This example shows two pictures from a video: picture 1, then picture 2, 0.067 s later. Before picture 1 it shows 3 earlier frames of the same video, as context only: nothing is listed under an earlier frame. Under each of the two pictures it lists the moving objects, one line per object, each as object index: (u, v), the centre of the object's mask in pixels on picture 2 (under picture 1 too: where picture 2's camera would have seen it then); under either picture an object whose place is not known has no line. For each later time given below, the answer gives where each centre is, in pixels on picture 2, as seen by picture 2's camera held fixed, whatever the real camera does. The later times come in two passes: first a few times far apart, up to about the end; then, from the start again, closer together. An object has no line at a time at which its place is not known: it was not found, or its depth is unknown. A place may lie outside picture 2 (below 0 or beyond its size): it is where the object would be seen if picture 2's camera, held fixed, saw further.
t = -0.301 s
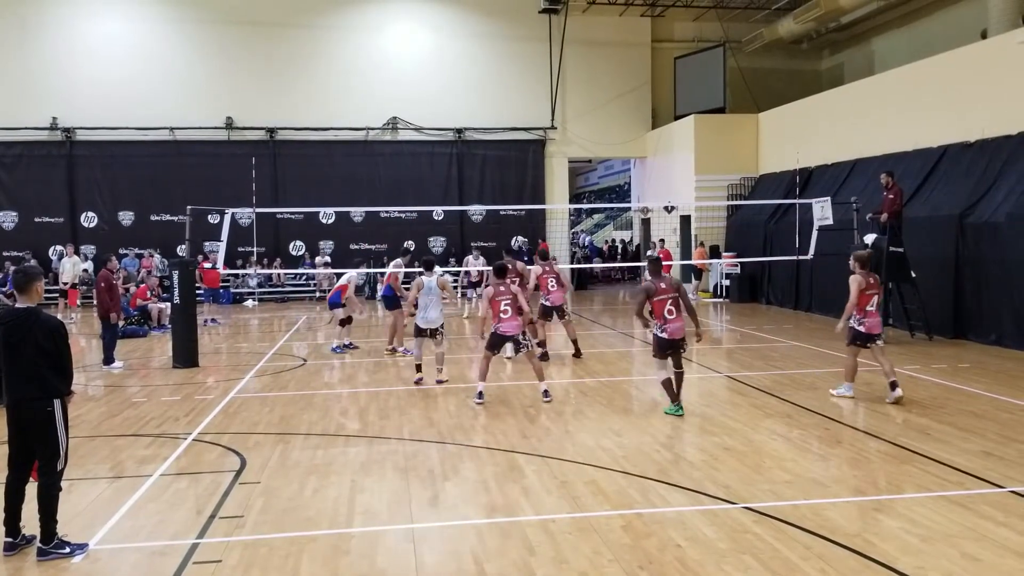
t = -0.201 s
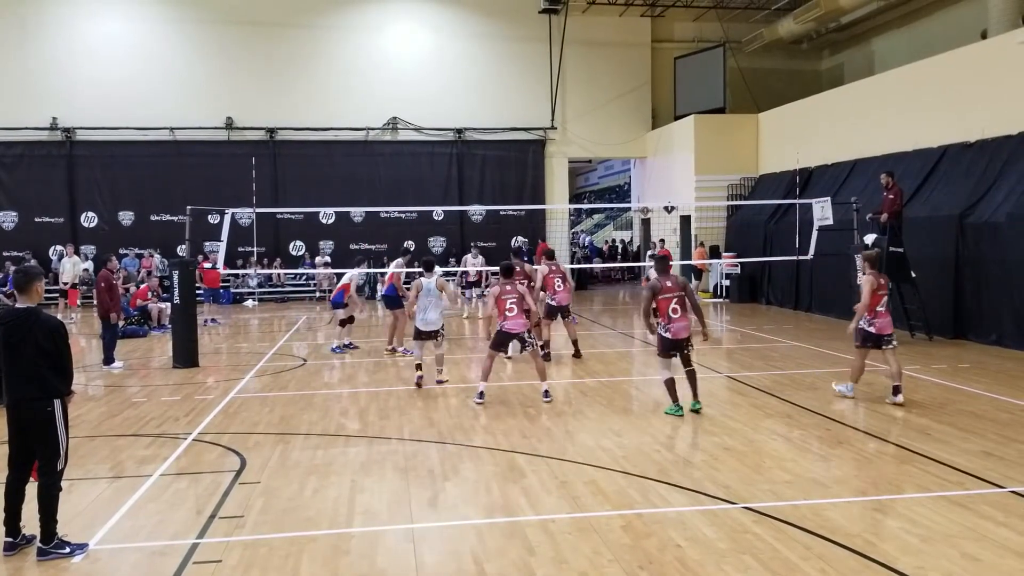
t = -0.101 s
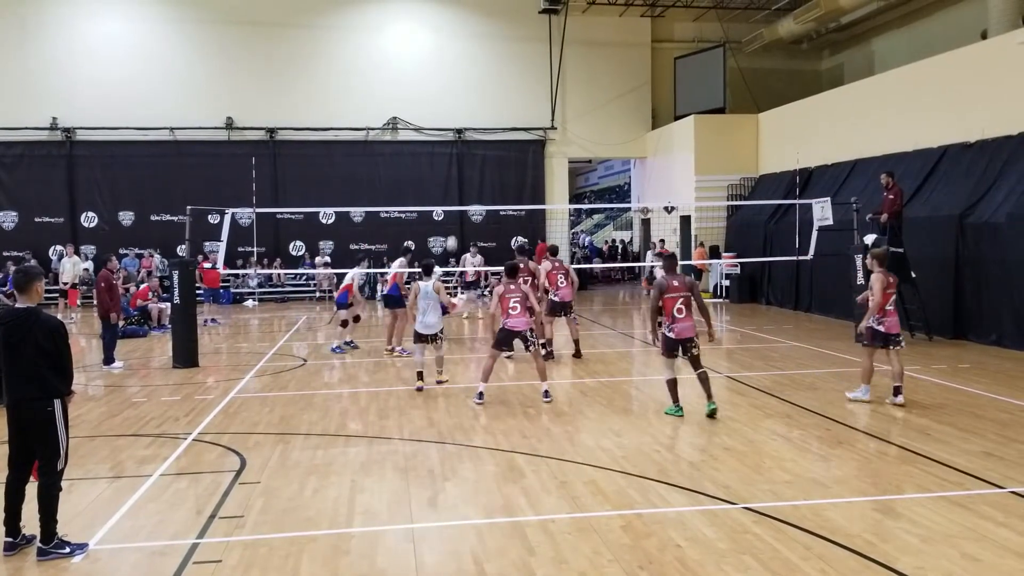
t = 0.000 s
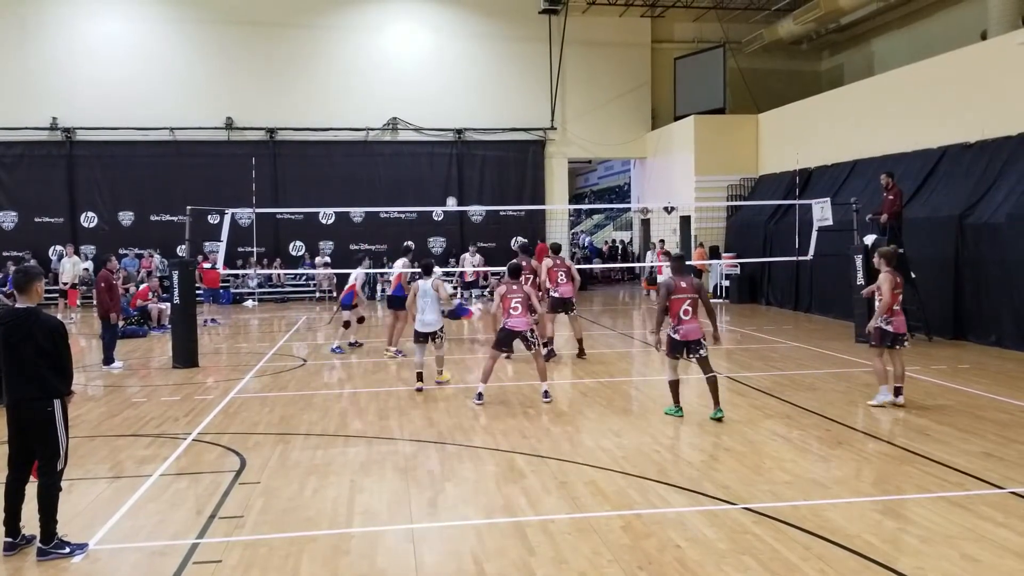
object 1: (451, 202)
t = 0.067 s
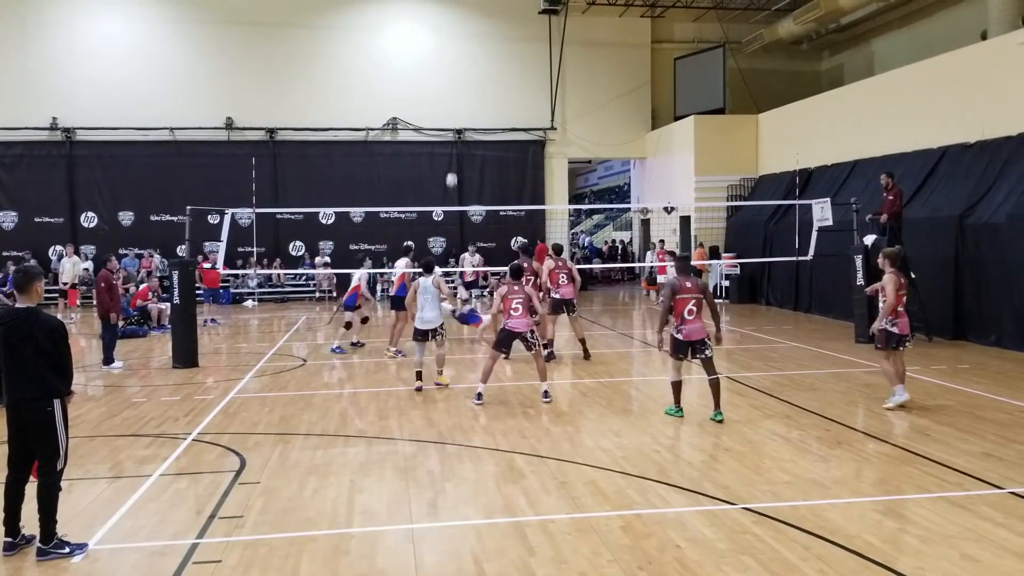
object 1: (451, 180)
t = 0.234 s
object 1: (451, 132)
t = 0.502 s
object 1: (451, 84)
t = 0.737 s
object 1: (452, 73)
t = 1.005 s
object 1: (453, 95)
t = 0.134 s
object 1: (451, 159)
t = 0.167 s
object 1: (451, 149)
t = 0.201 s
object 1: (451, 140)
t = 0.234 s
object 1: (451, 132)
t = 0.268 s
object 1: (451, 124)
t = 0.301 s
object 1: (451, 116)
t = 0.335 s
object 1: (451, 109)
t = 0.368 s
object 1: (452, 103)
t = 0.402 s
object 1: (452, 98)
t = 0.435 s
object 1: (451, 92)
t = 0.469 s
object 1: (451, 88)
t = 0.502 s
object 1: (451, 84)
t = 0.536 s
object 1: (452, 80)
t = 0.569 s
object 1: (451, 77)
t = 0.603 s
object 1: (452, 75)
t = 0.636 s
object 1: (452, 73)
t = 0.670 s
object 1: (452, 73)
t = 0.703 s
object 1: (452, 73)
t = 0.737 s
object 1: (452, 73)
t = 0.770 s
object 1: (452, 73)
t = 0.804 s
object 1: (452, 74)
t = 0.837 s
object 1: (452, 76)
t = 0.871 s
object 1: (452, 79)
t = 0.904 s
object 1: (453, 83)
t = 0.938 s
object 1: (453, 86)
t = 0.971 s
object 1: (453, 90)
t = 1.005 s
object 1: (453, 95)
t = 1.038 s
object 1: (454, 100)
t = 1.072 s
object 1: (454, 107)
